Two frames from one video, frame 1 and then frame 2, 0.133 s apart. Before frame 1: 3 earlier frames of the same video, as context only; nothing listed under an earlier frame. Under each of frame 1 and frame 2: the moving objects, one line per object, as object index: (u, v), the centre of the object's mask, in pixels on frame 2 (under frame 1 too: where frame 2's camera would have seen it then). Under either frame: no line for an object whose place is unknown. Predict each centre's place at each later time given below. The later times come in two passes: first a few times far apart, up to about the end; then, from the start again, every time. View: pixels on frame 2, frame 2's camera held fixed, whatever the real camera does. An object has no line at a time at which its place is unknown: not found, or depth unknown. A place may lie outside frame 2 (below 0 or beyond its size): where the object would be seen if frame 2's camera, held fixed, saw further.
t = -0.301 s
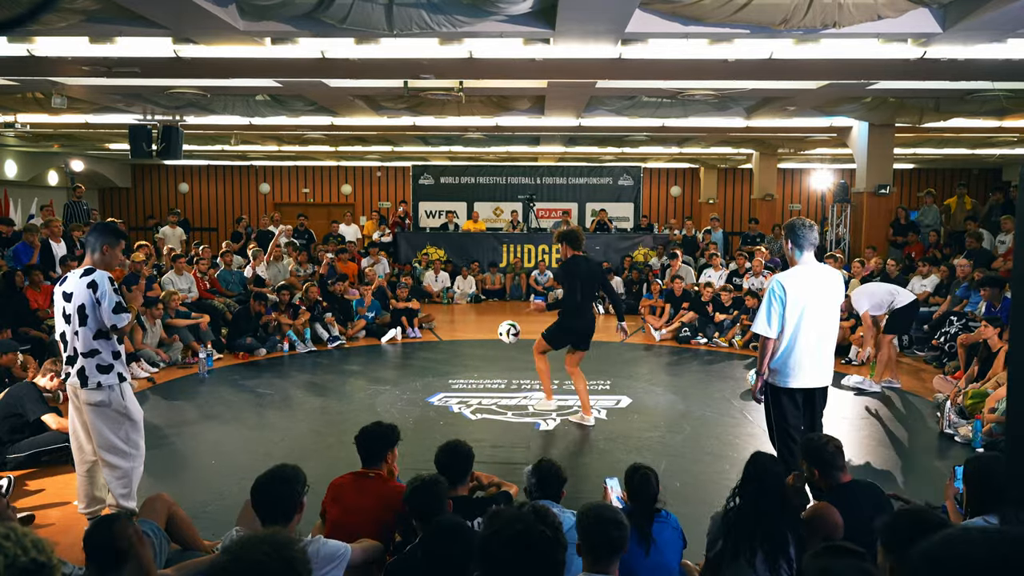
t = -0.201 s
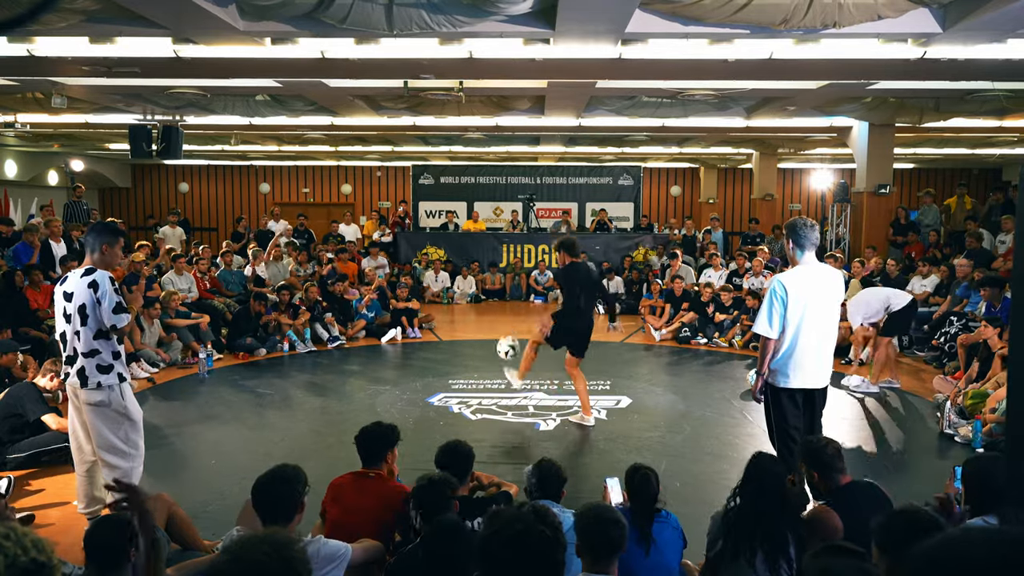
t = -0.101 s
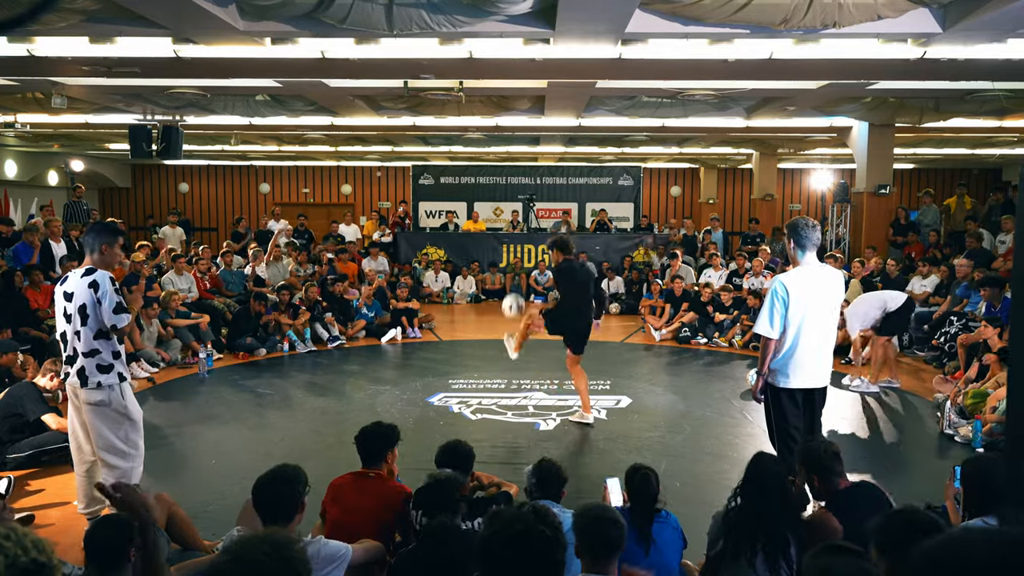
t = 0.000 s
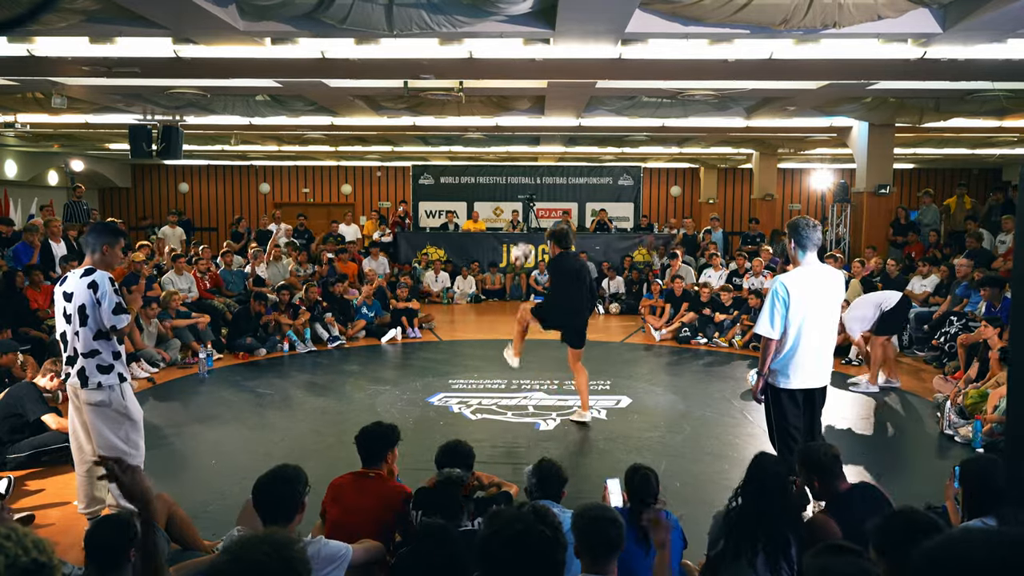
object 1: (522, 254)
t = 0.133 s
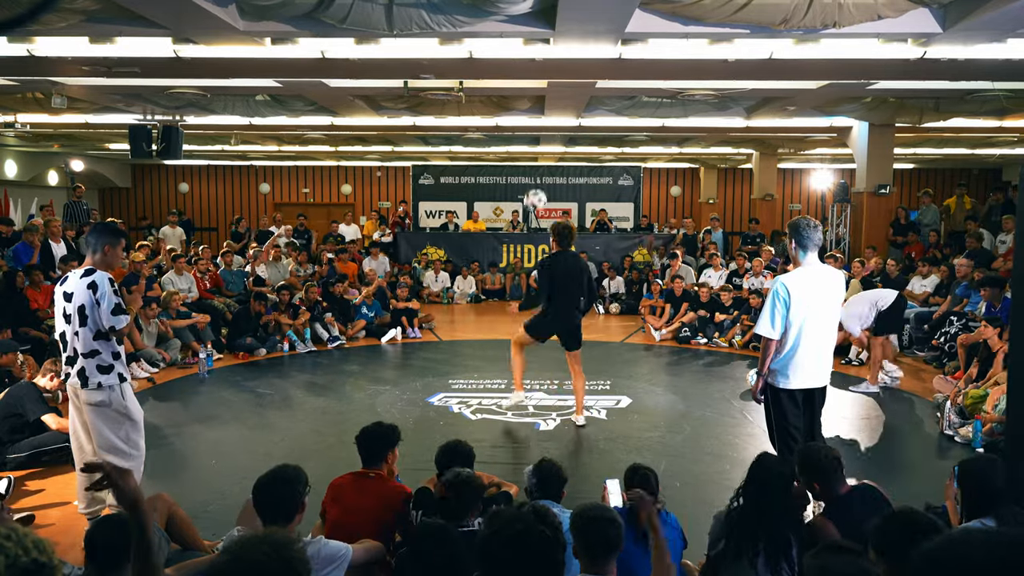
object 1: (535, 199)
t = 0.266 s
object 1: (547, 164)
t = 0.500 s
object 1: (568, 144)
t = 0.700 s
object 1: (585, 172)
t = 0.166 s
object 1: (538, 189)
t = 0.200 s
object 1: (541, 180)
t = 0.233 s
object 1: (544, 172)
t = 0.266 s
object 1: (547, 164)
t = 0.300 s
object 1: (550, 158)
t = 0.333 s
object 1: (554, 152)
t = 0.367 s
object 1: (557, 149)
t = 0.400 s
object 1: (559, 146)
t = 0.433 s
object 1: (563, 144)
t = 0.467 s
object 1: (566, 144)
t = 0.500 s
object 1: (568, 144)
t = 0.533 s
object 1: (571, 146)
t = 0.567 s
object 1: (574, 149)
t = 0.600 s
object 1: (578, 153)
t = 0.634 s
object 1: (580, 158)
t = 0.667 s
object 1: (583, 165)
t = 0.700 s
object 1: (585, 172)
